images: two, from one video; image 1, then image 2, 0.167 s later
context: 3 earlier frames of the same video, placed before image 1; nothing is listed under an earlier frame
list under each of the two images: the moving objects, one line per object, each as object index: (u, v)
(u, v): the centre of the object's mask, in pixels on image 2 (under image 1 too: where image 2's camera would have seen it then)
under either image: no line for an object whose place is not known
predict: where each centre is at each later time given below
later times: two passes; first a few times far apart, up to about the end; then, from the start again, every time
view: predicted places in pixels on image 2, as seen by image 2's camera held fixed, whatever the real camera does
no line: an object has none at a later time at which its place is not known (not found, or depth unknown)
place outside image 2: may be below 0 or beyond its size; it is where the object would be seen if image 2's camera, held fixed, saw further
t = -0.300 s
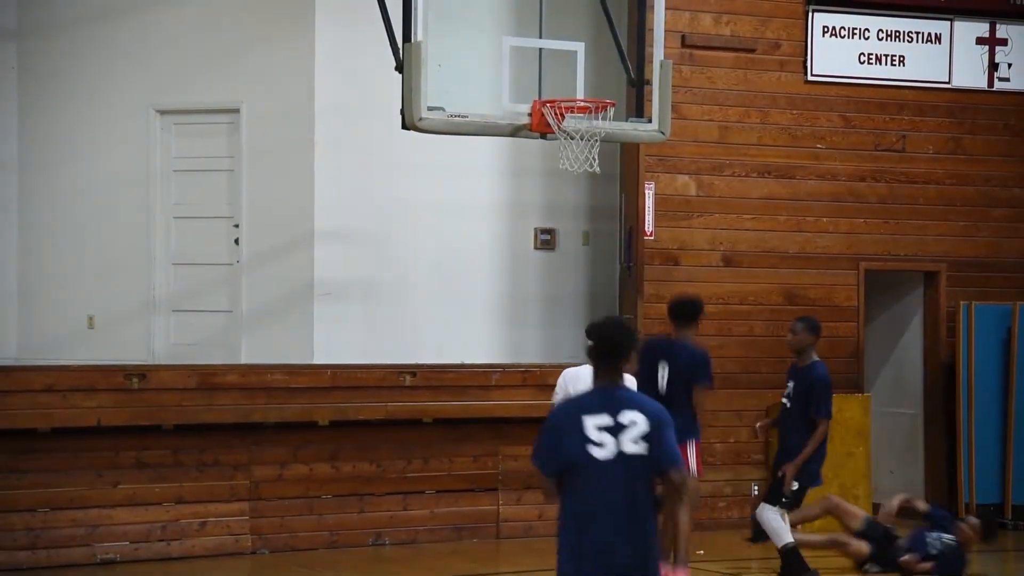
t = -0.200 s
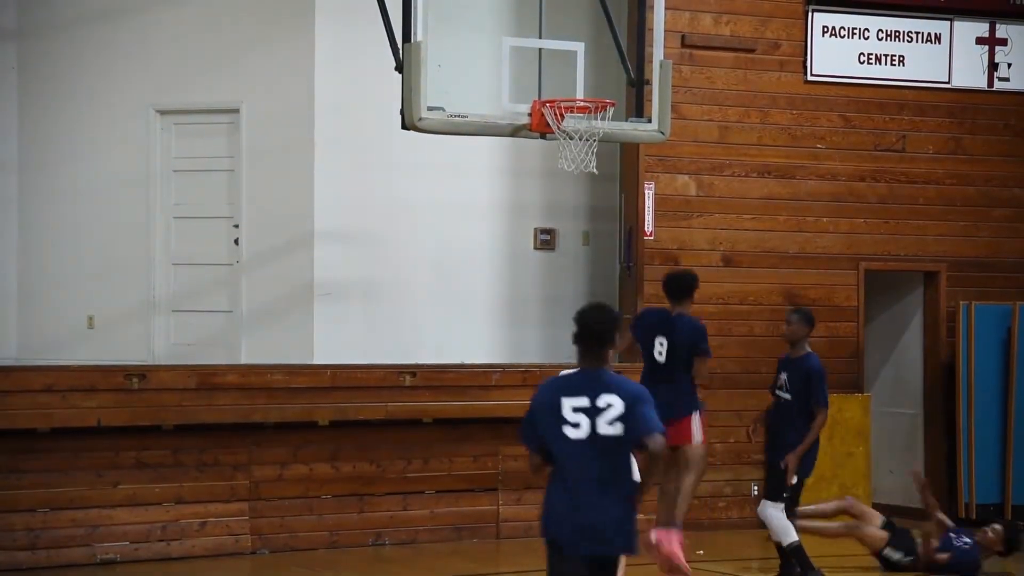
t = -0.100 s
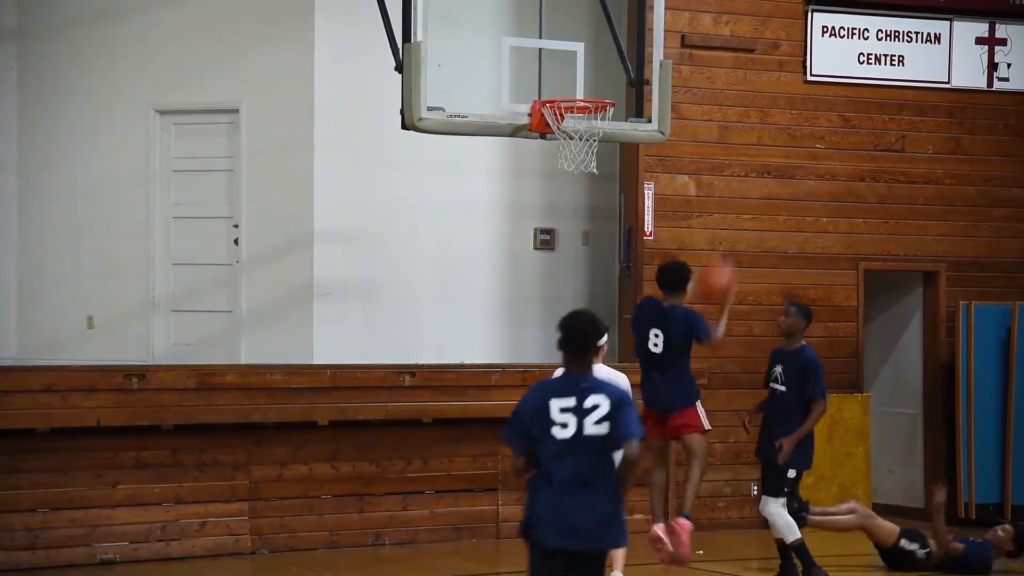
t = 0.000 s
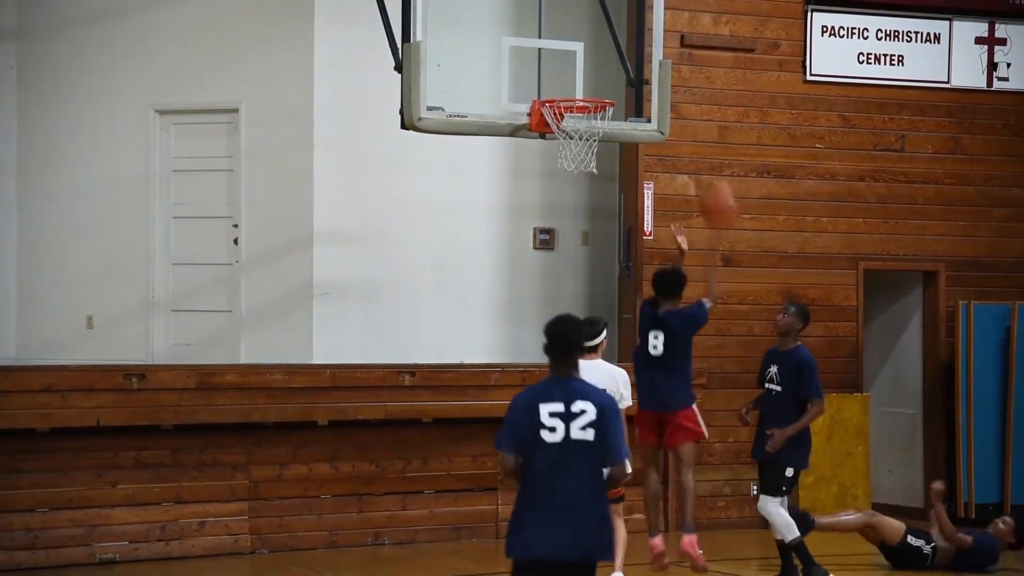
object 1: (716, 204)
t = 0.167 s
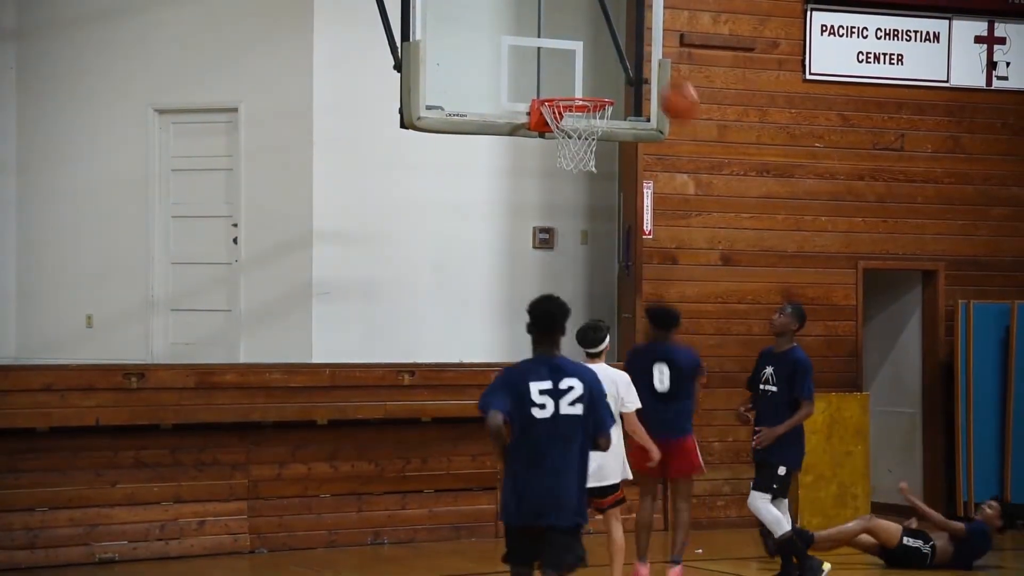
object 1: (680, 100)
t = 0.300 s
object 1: (649, 49)
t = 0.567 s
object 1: (592, 26)
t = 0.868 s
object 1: (568, 114)
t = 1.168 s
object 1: (591, 153)
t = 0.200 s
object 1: (673, 86)
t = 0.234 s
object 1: (665, 71)
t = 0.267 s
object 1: (657, 59)
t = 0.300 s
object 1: (649, 49)
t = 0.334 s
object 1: (641, 40)
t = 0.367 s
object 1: (633, 32)
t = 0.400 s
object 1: (626, 27)
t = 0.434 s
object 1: (619, 23)
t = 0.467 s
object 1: (612, 21)
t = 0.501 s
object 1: (604, 19)
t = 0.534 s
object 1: (596, 21)
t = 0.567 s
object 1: (592, 26)
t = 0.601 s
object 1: (588, 33)
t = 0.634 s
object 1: (584, 41)
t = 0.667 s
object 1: (579, 51)
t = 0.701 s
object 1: (575, 64)
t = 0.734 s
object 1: (571, 77)
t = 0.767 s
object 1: (568, 87)
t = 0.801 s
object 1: (568, 93)
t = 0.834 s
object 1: (569, 104)
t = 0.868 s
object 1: (568, 114)
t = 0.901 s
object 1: (569, 122)
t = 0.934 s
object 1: (571, 127)
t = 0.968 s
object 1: (575, 129)
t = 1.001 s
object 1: (579, 129)
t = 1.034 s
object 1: (583, 131)
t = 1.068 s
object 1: (587, 135)
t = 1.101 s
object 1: (589, 140)
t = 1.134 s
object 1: (589, 154)
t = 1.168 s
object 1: (591, 153)
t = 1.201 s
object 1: (595, 159)
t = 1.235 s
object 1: (595, 167)
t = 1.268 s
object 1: (596, 178)
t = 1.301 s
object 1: (597, 190)
